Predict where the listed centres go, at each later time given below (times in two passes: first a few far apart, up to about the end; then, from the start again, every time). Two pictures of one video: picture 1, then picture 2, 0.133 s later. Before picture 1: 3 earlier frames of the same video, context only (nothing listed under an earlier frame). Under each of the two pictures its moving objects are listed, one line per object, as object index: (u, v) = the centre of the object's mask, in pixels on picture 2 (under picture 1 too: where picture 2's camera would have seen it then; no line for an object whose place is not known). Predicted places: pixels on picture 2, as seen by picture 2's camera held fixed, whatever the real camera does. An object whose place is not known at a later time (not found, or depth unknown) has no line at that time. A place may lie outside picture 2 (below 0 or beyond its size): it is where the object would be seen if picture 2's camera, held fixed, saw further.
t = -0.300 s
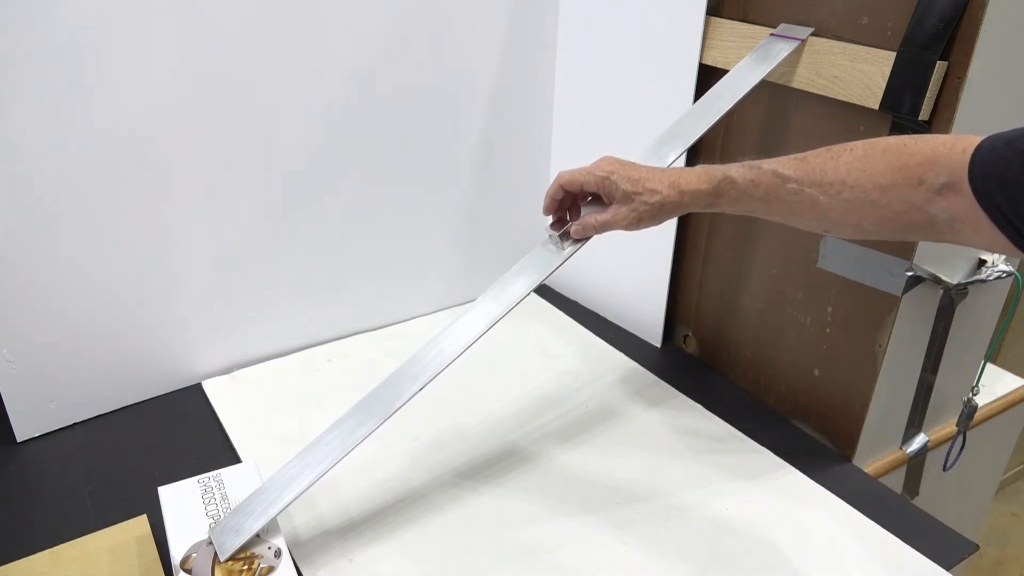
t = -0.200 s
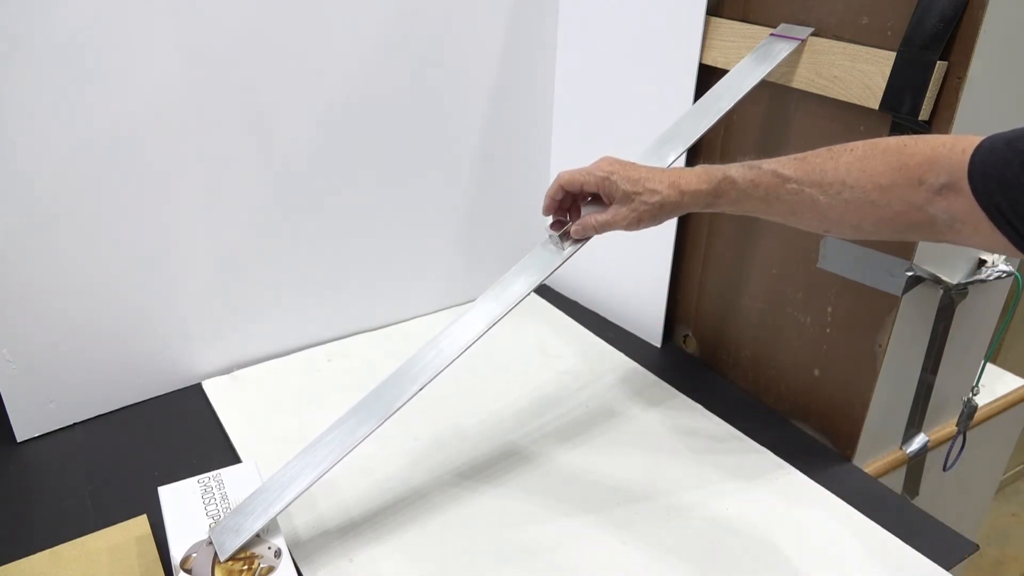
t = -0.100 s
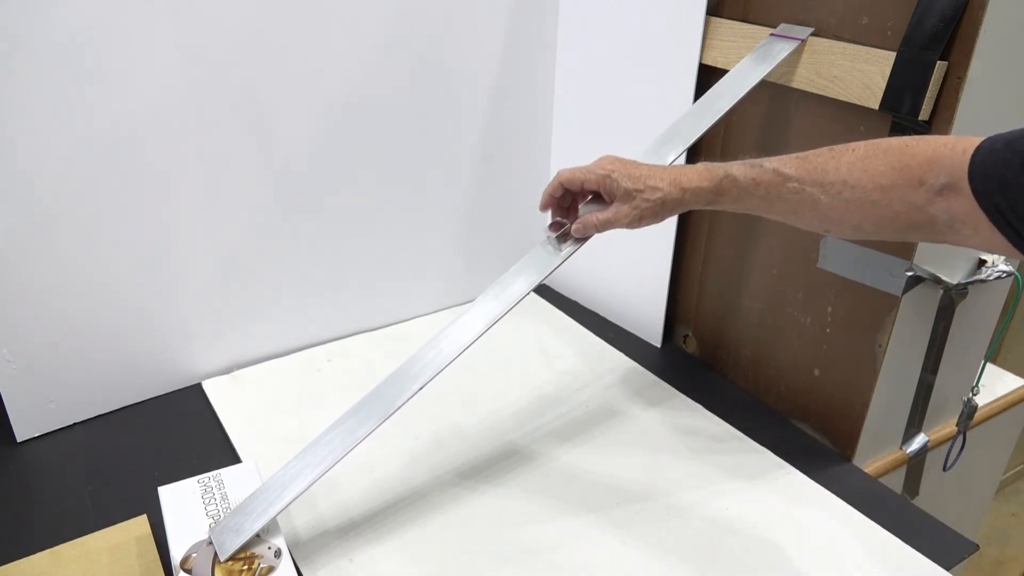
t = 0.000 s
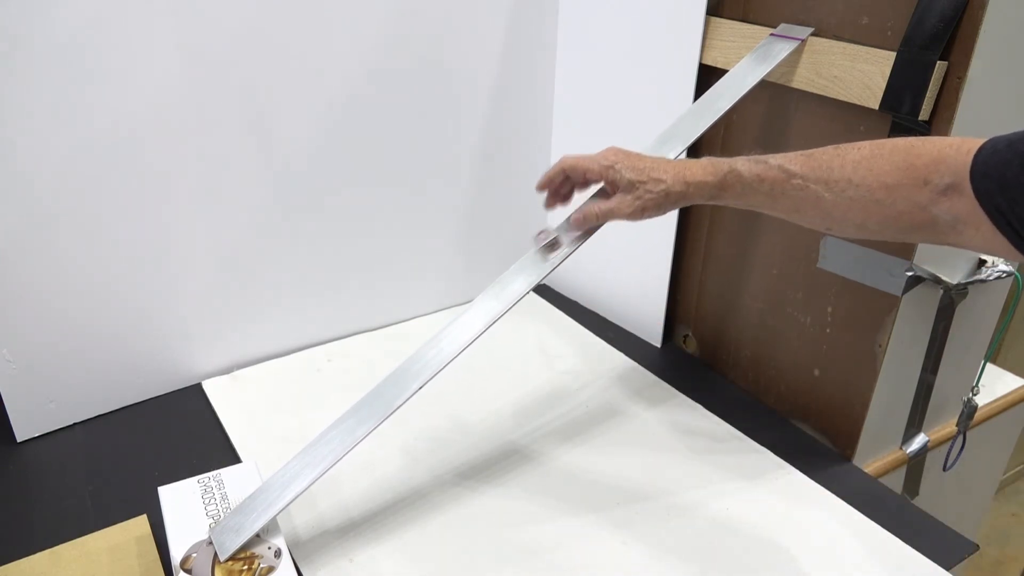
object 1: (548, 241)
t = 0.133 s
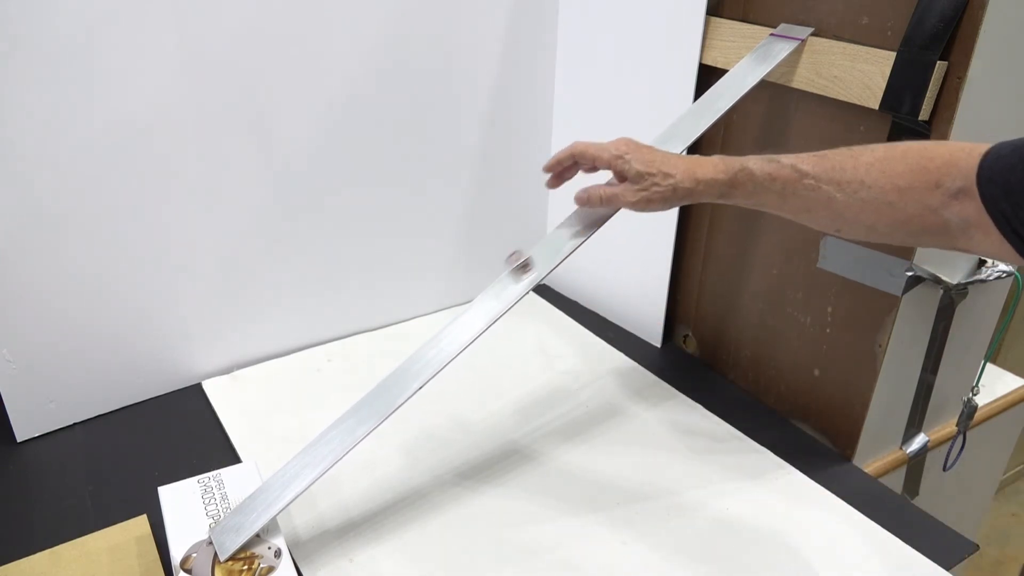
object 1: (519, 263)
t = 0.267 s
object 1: (488, 288)
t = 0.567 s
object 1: (427, 345)
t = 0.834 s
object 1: (374, 395)
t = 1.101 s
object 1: (313, 441)
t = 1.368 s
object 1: (246, 499)
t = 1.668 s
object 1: (204, 541)
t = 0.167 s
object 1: (511, 269)
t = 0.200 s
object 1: (504, 274)
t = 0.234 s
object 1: (496, 280)
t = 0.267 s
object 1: (488, 288)
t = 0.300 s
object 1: (480, 294)
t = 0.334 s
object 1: (473, 300)
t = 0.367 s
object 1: (467, 307)
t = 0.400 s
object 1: (460, 313)
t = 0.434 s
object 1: (453, 320)
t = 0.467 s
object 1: (446, 326)
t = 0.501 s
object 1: (439, 332)
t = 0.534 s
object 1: (433, 339)
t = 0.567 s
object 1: (427, 345)
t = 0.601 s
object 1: (422, 351)
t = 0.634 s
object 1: (415, 357)
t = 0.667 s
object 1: (409, 363)
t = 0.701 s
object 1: (402, 369)
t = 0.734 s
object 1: (396, 375)
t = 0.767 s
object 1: (389, 381)
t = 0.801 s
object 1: (381, 388)
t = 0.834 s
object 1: (374, 395)
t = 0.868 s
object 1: (366, 401)
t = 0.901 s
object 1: (359, 406)
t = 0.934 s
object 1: (351, 412)
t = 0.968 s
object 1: (344, 418)
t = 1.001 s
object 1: (337, 423)
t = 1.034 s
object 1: (329, 428)
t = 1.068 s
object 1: (321, 435)
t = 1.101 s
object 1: (313, 441)
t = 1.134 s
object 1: (304, 447)
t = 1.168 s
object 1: (295, 454)
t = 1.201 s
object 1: (288, 460)
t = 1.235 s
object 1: (279, 468)
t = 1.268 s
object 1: (270, 476)
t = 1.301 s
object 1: (262, 484)
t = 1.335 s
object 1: (254, 491)
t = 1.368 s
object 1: (246, 499)
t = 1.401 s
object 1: (239, 506)
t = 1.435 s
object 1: (233, 513)
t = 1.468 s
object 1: (224, 521)
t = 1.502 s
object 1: (216, 528)
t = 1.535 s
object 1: (209, 536)
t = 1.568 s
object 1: (205, 539)
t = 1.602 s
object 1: (204, 540)
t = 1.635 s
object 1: (204, 541)
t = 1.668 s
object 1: (204, 541)
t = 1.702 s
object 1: (204, 541)
